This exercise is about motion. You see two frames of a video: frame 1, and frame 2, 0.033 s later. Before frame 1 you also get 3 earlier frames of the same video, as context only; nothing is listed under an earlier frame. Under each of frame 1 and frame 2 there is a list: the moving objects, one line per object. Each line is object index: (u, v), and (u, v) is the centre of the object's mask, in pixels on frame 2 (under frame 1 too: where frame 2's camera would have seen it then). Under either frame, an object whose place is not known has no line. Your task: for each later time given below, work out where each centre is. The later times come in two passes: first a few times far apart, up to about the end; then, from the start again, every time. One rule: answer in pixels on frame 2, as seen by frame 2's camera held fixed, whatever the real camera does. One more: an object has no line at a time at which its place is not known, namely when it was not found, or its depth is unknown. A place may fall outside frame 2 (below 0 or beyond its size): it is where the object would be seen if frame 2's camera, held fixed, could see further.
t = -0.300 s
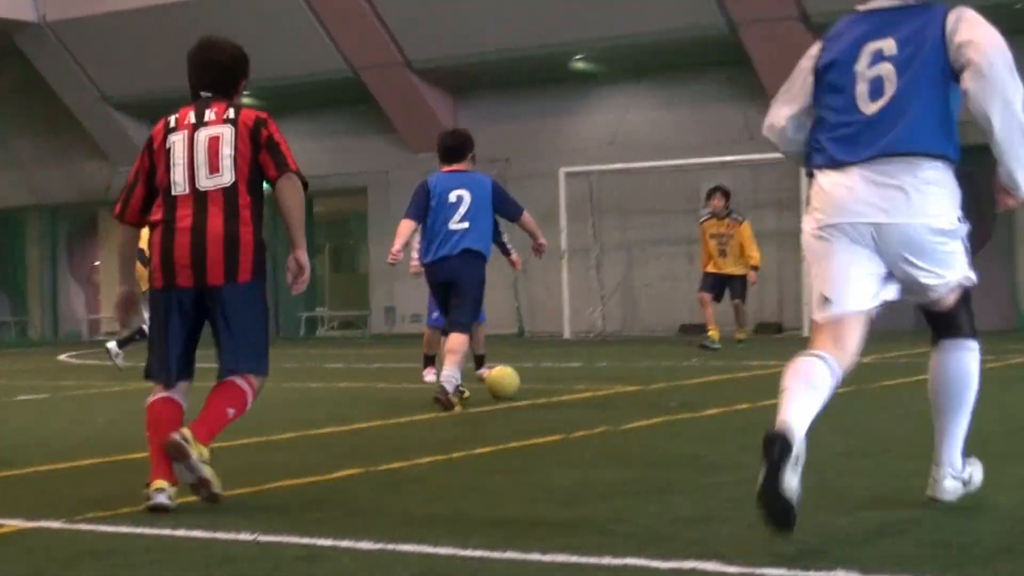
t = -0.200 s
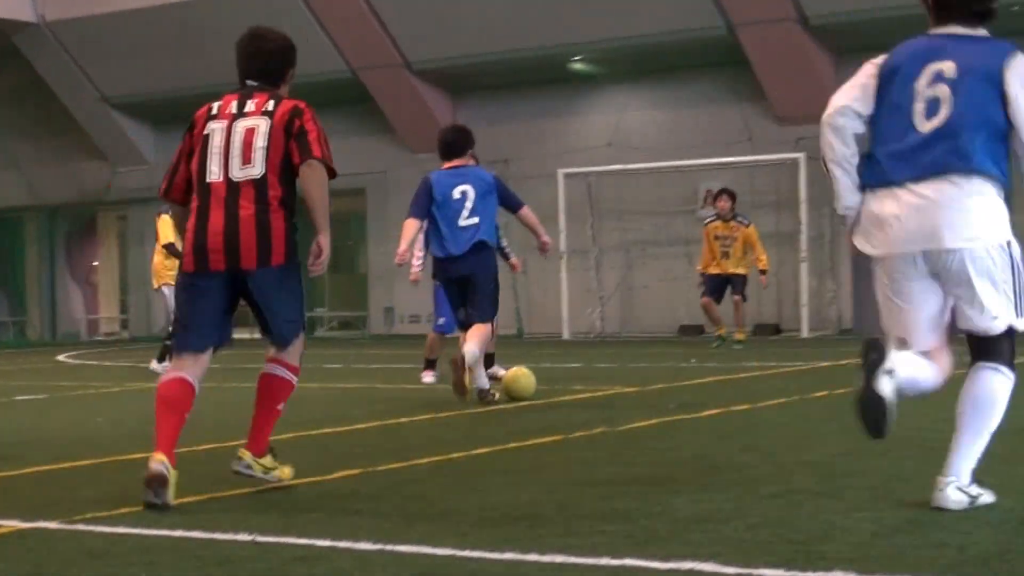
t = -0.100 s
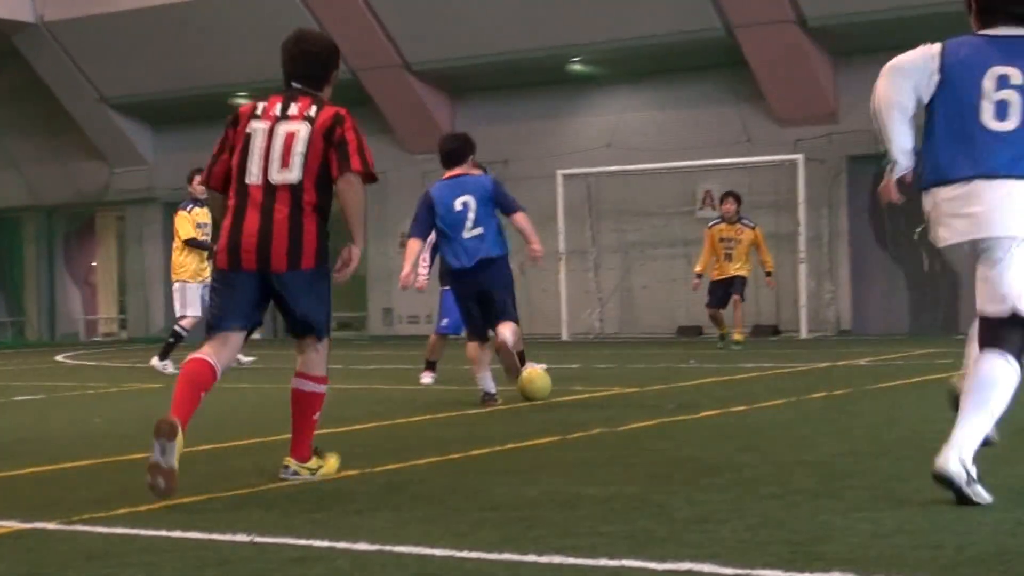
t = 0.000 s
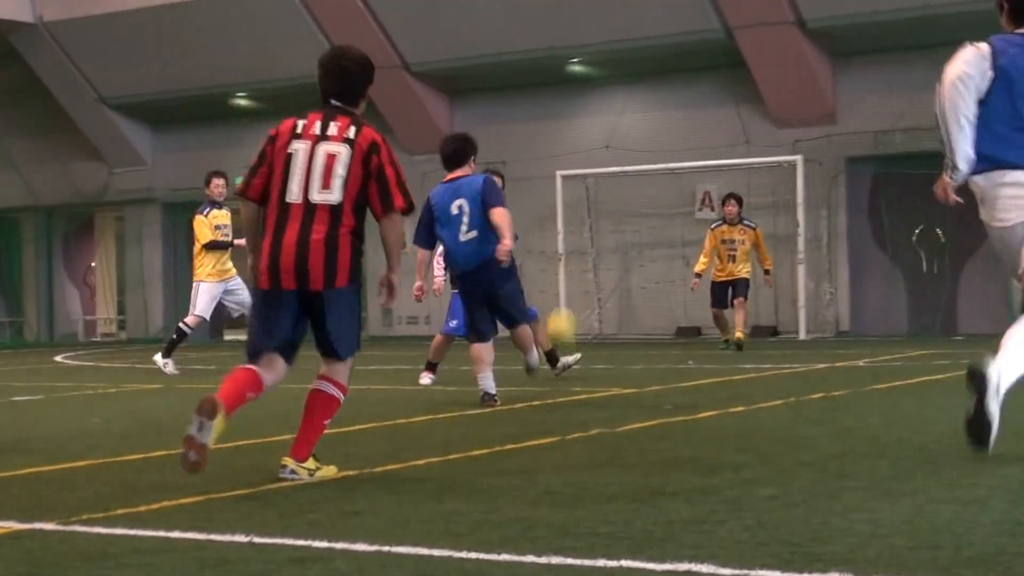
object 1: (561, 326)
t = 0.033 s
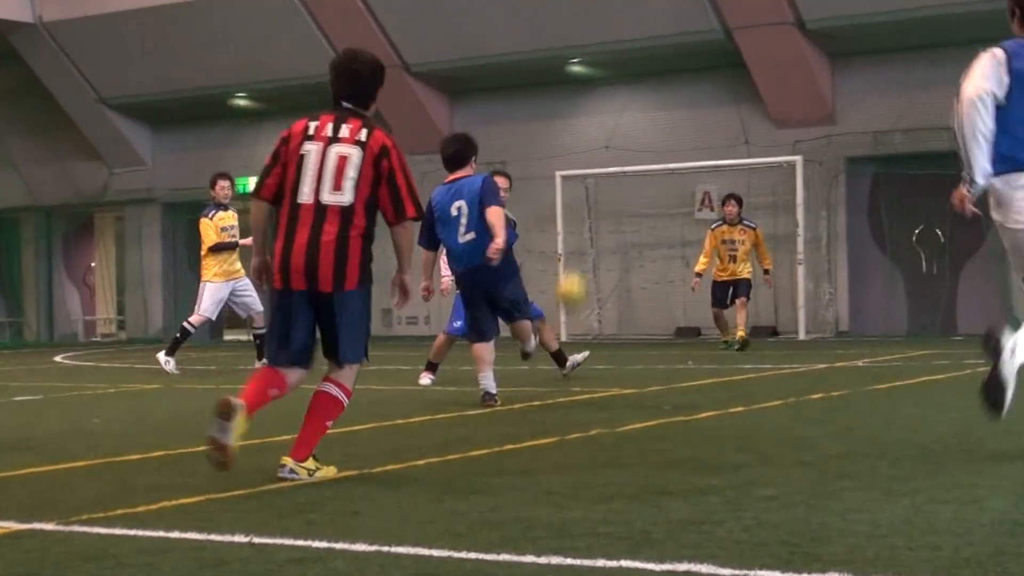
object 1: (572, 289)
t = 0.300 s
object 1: (638, 86)
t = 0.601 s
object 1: (697, 18)
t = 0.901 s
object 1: (742, 46)
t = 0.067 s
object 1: (580, 253)
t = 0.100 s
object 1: (589, 219)
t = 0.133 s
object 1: (598, 192)
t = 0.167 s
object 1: (607, 164)
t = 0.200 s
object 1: (615, 141)
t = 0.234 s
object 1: (623, 121)
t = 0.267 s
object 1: (631, 103)
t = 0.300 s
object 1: (638, 86)
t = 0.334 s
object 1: (646, 72)
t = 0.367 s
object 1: (653, 60)
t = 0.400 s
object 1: (659, 50)
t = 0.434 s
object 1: (666, 40)
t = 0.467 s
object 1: (673, 34)
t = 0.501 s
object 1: (680, 28)
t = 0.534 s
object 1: (686, 23)
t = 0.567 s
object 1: (691, 20)
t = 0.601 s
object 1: (697, 18)
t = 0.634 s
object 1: (702, 17)
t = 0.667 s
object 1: (708, 18)
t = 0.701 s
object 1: (714, 20)
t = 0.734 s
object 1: (719, 21)
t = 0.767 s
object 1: (724, 25)
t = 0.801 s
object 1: (729, 29)
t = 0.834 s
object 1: (733, 34)
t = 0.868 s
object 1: (737, 40)
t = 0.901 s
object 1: (742, 46)
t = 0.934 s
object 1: (746, 54)
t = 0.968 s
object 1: (751, 62)
